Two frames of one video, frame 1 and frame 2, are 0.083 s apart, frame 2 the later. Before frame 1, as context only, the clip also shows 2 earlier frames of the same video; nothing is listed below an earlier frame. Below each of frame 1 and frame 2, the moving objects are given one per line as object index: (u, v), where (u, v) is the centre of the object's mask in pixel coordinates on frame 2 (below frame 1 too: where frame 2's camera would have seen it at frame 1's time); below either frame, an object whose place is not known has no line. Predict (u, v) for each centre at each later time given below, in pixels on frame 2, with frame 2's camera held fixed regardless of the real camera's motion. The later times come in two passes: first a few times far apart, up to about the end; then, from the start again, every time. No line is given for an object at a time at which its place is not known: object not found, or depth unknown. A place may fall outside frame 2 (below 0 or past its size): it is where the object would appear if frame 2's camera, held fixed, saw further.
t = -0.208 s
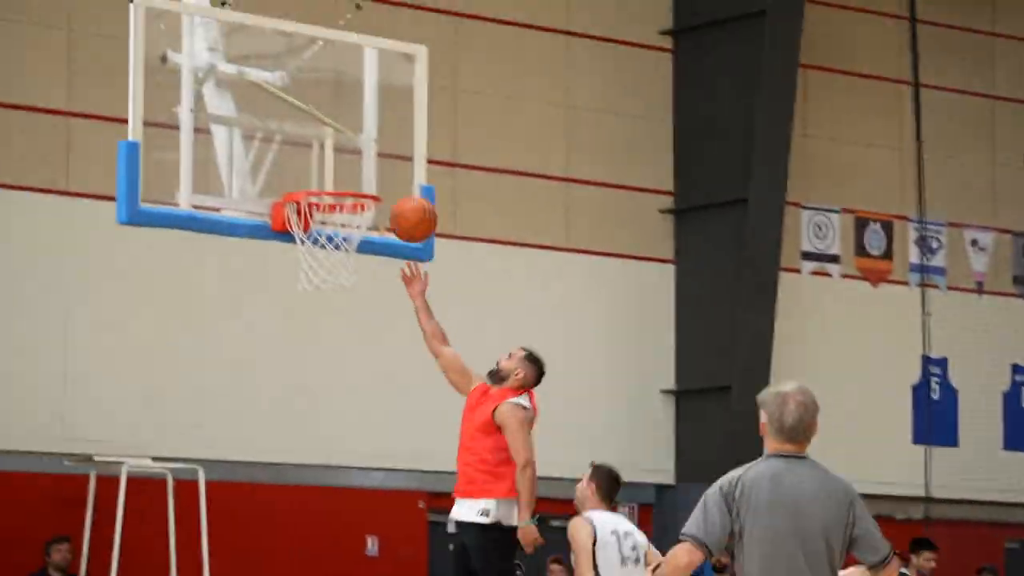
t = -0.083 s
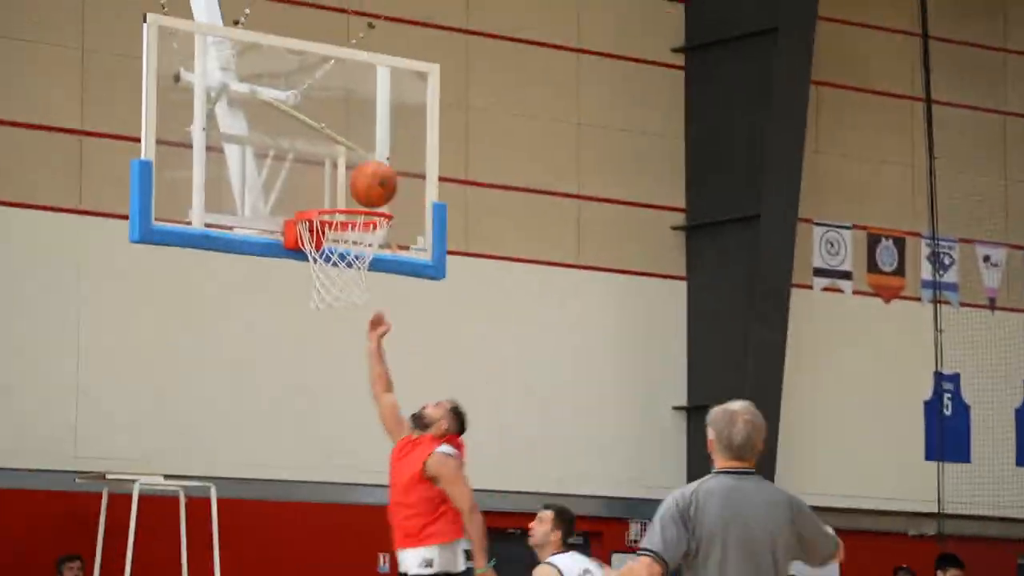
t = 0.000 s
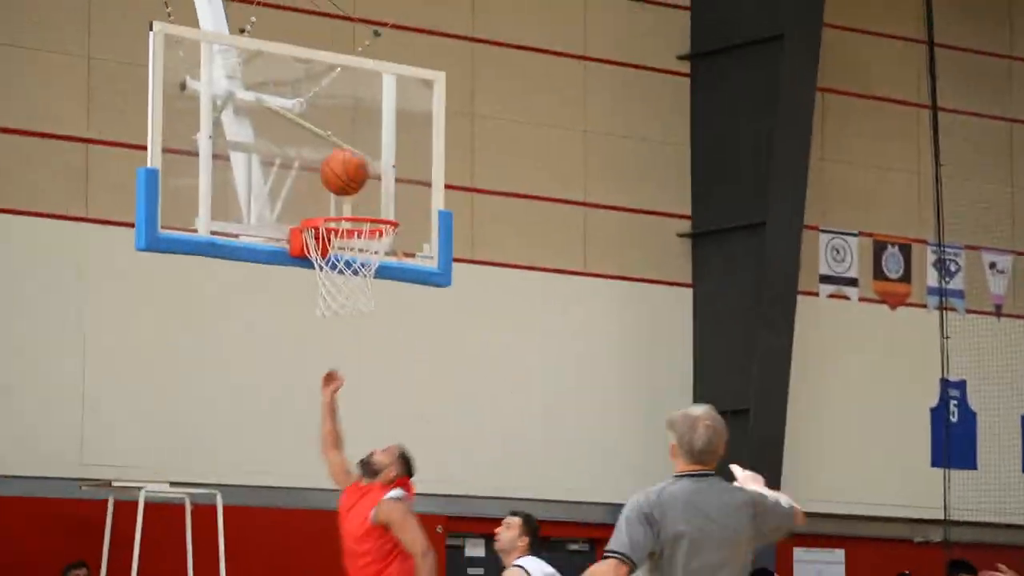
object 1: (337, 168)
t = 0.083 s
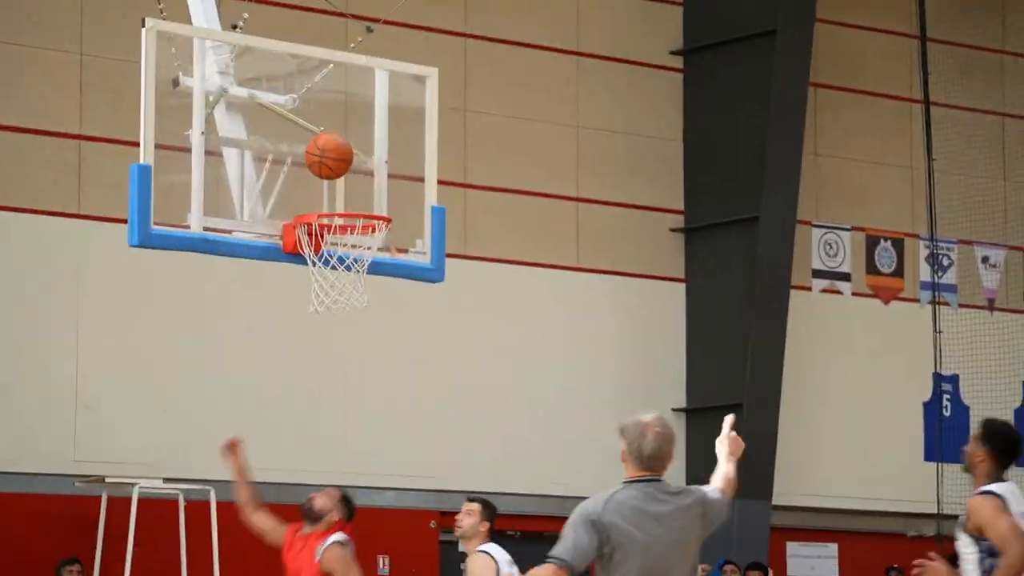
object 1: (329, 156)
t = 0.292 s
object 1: (316, 178)
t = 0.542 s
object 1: (347, 180)
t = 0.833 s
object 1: (354, 239)
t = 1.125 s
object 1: (325, 306)
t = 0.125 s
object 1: (326, 154)
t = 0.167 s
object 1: (324, 155)
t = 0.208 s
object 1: (321, 160)
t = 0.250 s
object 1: (318, 167)
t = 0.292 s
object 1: (316, 178)
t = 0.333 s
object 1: (313, 191)
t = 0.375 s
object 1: (318, 187)
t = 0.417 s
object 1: (325, 181)
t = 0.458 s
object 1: (332, 178)
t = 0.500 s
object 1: (339, 178)
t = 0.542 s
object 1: (347, 180)
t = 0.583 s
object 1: (353, 186)
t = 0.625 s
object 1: (359, 193)
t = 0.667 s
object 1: (362, 197)
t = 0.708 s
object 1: (360, 205)
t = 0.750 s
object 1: (358, 212)
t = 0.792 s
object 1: (356, 225)
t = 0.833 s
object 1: (354, 239)
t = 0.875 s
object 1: (351, 249)
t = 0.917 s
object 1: (348, 260)
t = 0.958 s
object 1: (344, 265)
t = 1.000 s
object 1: (337, 271)
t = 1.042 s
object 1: (333, 281)
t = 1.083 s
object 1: (329, 291)
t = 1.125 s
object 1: (325, 306)
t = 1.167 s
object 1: (321, 322)
